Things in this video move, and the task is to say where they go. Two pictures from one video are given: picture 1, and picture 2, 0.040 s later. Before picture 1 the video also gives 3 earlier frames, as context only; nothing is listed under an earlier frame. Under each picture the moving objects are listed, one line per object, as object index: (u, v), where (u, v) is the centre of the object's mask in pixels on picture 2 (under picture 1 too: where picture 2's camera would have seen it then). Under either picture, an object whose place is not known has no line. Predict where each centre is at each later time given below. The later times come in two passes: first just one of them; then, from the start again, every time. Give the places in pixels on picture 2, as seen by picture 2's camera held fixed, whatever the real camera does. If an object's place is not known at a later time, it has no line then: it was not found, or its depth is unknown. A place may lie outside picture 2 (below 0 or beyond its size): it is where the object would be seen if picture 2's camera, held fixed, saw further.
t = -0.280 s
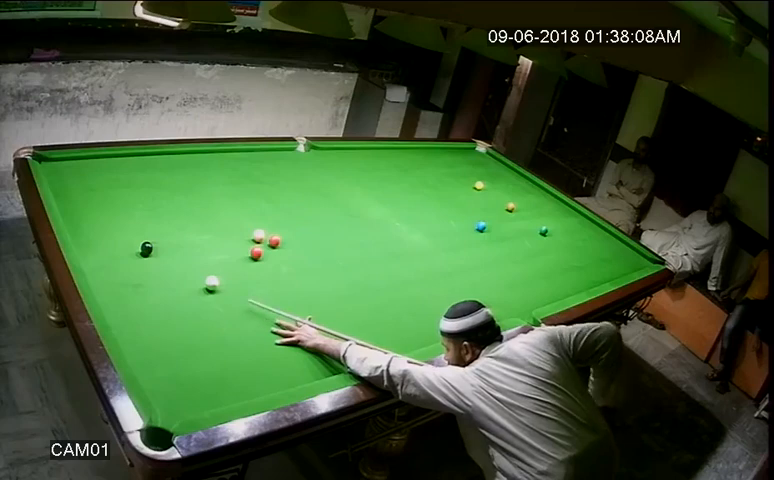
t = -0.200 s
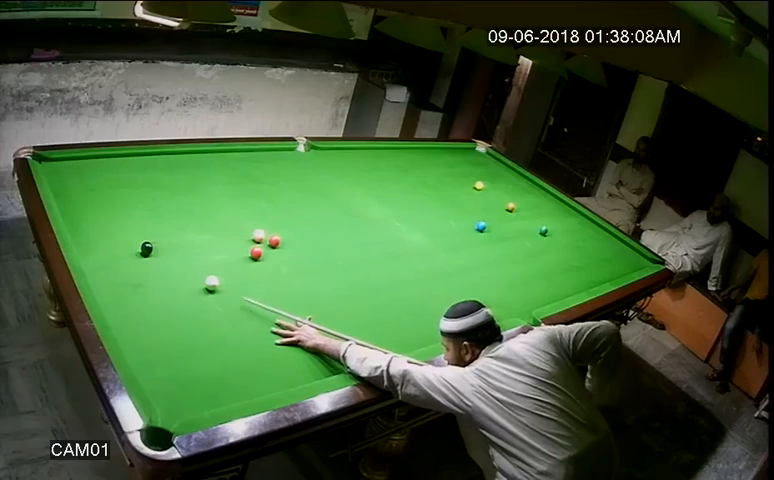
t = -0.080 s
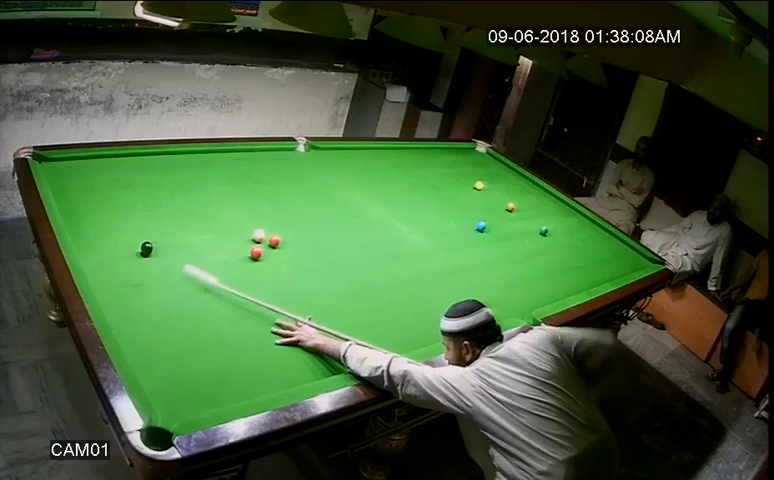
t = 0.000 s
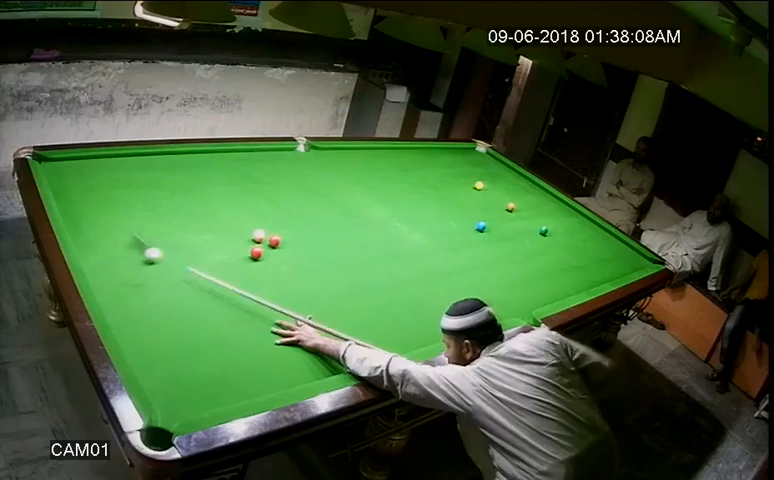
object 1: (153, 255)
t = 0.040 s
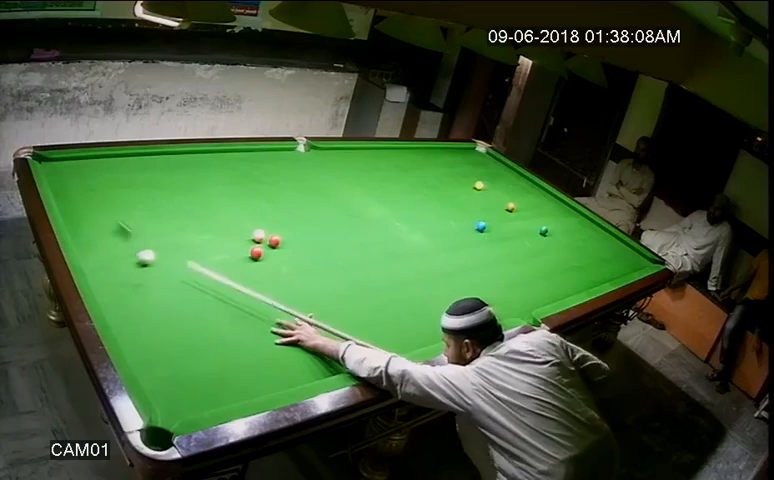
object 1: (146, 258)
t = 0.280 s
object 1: (109, 266)
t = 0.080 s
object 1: (139, 260)
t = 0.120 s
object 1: (133, 261)
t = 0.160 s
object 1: (127, 263)
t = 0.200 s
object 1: (122, 264)
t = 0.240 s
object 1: (115, 265)
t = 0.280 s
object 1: (109, 266)
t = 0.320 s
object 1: (103, 267)
